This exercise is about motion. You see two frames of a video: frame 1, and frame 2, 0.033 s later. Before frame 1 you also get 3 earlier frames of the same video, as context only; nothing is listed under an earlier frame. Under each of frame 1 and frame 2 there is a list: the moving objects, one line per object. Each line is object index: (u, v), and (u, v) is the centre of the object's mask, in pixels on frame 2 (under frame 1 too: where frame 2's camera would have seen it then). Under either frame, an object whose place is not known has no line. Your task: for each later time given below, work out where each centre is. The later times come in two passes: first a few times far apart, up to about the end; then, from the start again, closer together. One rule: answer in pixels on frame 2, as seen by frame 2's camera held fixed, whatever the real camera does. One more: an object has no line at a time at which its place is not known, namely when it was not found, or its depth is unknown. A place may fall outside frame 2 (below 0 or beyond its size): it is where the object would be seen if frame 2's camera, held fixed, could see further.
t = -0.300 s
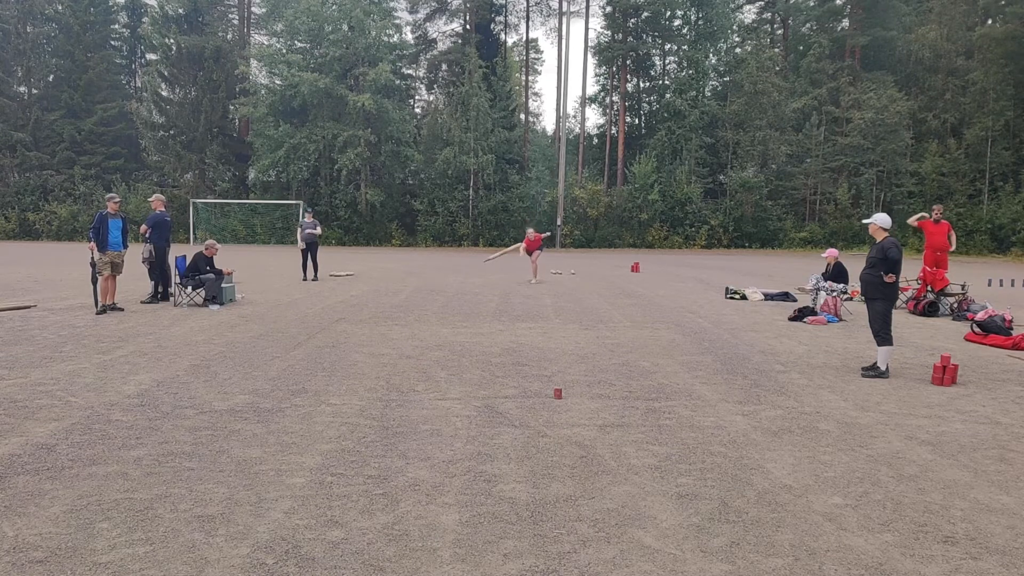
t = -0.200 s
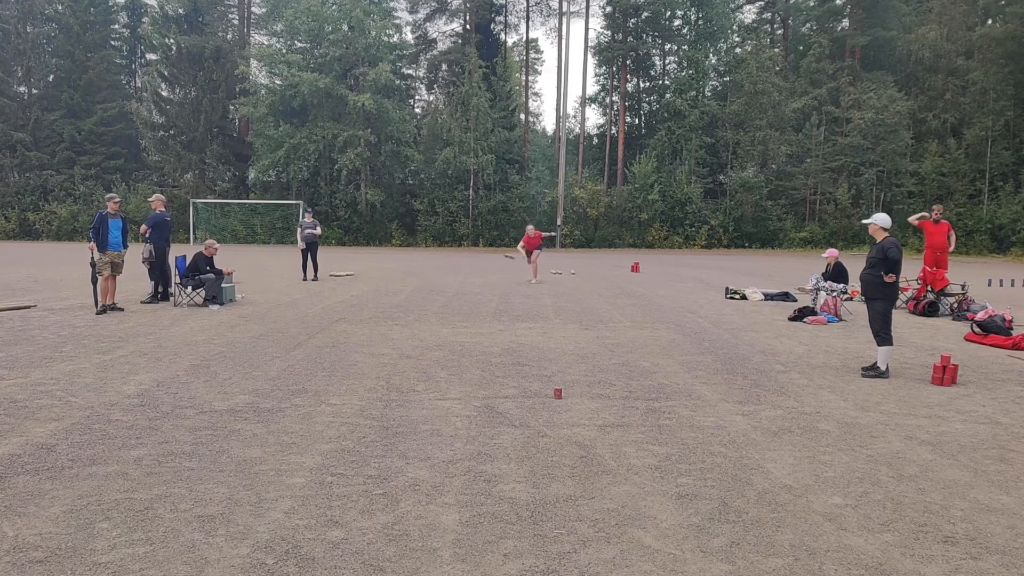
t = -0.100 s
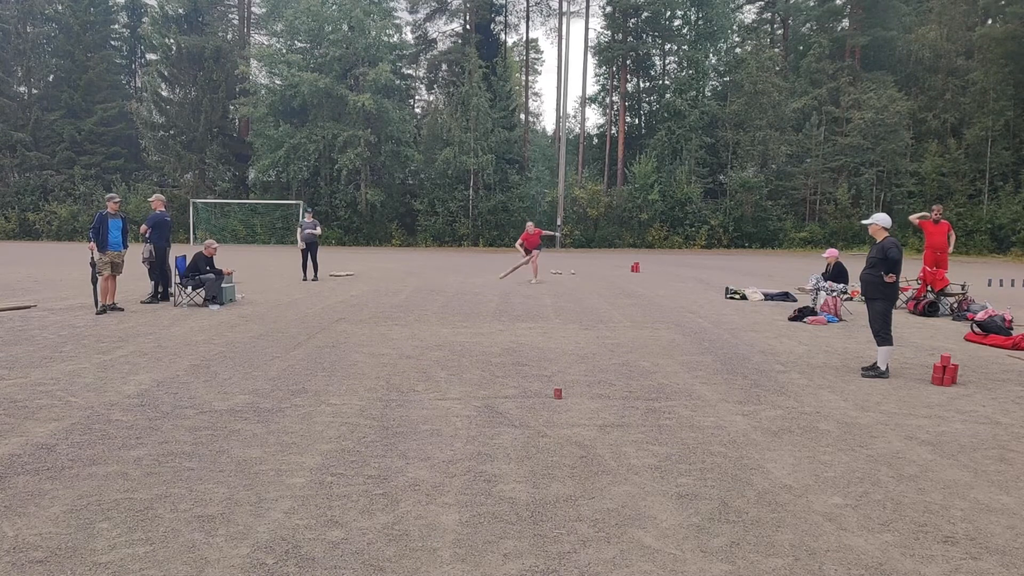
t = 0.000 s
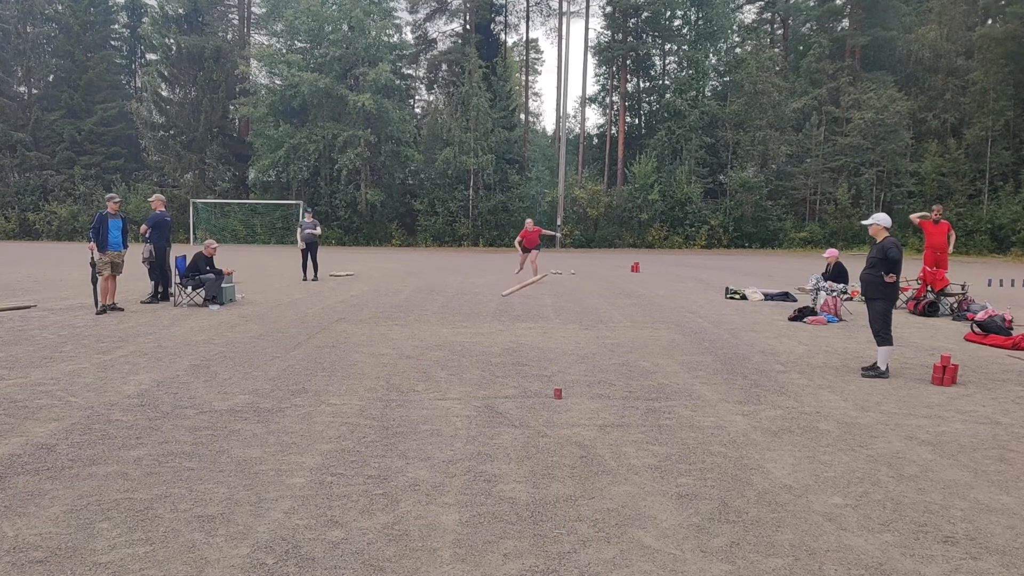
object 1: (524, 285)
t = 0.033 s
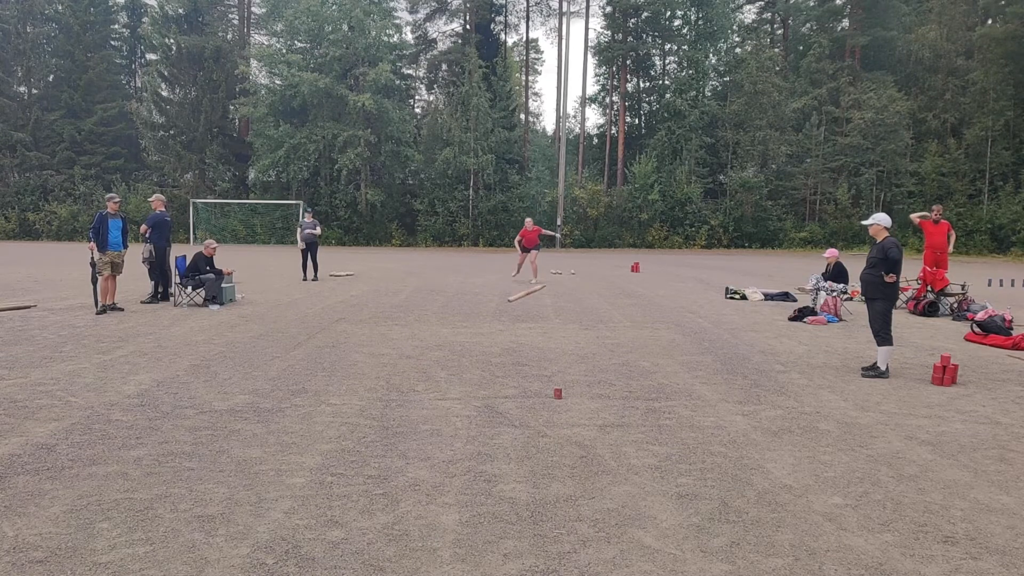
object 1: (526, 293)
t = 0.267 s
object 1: (551, 337)
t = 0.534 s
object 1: (586, 370)
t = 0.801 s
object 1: (633, 405)
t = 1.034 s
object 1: (690, 443)
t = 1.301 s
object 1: (790, 495)
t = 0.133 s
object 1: (536, 325)
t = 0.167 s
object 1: (538, 331)
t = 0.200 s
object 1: (543, 333)
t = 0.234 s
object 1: (546, 335)
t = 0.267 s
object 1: (551, 337)
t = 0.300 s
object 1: (554, 340)
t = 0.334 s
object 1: (559, 345)
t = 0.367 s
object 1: (563, 349)
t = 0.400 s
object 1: (568, 355)
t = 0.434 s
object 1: (572, 358)
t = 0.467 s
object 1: (577, 361)
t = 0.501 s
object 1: (582, 365)
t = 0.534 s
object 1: (586, 370)
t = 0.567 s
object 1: (592, 374)
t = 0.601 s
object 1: (598, 376)
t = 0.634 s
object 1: (603, 380)
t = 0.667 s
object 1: (608, 385)
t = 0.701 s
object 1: (615, 391)
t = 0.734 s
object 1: (620, 397)
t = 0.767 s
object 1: (627, 401)
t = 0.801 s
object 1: (633, 405)
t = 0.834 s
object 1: (639, 410)
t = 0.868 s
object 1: (647, 416)
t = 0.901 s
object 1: (654, 421)
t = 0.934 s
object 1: (663, 426)
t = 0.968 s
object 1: (670, 432)
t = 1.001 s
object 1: (680, 437)
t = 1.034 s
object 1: (690, 443)
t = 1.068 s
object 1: (700, 449)
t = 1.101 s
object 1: (710, 455)
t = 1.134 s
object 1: (722, 461)
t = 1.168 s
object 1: (735, 467)
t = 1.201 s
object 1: (747, 475)
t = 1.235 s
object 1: (761, 481)
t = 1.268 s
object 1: (775, 488)
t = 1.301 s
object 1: (790, 495)
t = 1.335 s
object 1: (806, 503)
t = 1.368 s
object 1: (823, 510)
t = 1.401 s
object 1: (840, 518)
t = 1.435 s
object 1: (859, 527)
